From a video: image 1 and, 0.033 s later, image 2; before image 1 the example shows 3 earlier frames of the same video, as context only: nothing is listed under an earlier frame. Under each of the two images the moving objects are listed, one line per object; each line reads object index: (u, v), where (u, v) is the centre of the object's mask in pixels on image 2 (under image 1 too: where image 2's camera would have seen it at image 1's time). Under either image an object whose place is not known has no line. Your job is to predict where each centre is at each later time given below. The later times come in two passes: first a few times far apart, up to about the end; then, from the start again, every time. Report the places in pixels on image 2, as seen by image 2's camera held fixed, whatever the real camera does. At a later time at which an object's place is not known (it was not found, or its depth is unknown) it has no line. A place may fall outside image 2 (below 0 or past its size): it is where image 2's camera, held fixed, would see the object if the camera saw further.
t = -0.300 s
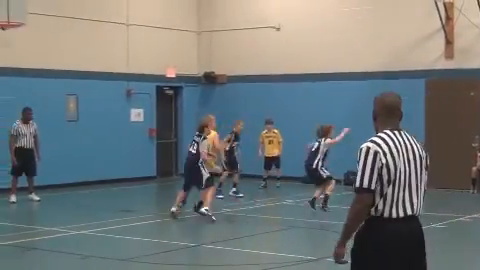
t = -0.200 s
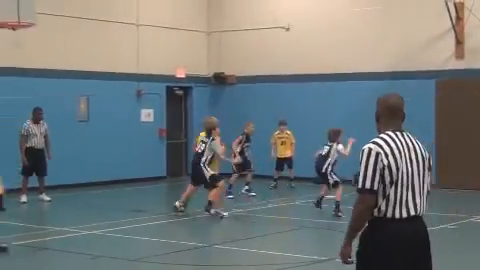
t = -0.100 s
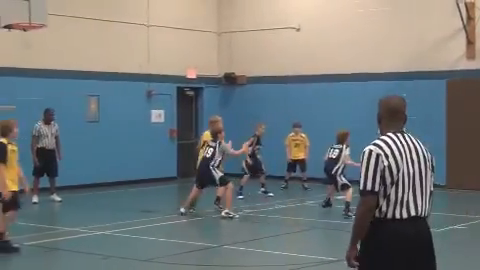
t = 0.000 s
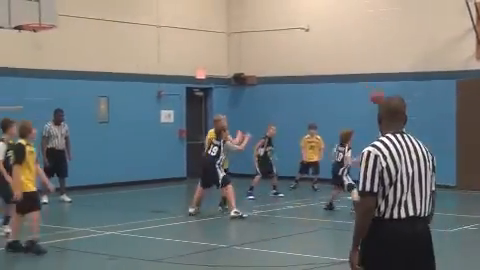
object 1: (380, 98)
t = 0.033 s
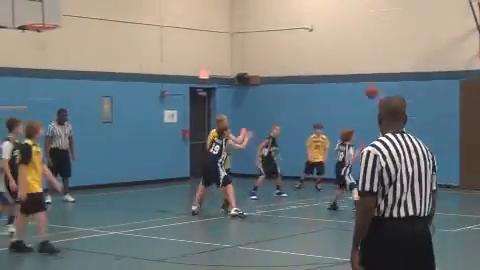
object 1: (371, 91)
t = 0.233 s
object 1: (315, 70)
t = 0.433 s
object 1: (260, 72)
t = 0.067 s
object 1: (362, 86)
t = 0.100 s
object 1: (352, 81)
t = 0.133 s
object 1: (343, 77)
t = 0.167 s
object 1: (333, 73)
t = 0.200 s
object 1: (324, 72)
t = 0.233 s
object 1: (315, 70)
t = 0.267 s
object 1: (306, 69)
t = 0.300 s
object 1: (297, 69)
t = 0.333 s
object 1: (288, 69)
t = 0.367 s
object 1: (279, 69)
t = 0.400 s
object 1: (270, 70)
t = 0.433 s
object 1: (260, 72)
